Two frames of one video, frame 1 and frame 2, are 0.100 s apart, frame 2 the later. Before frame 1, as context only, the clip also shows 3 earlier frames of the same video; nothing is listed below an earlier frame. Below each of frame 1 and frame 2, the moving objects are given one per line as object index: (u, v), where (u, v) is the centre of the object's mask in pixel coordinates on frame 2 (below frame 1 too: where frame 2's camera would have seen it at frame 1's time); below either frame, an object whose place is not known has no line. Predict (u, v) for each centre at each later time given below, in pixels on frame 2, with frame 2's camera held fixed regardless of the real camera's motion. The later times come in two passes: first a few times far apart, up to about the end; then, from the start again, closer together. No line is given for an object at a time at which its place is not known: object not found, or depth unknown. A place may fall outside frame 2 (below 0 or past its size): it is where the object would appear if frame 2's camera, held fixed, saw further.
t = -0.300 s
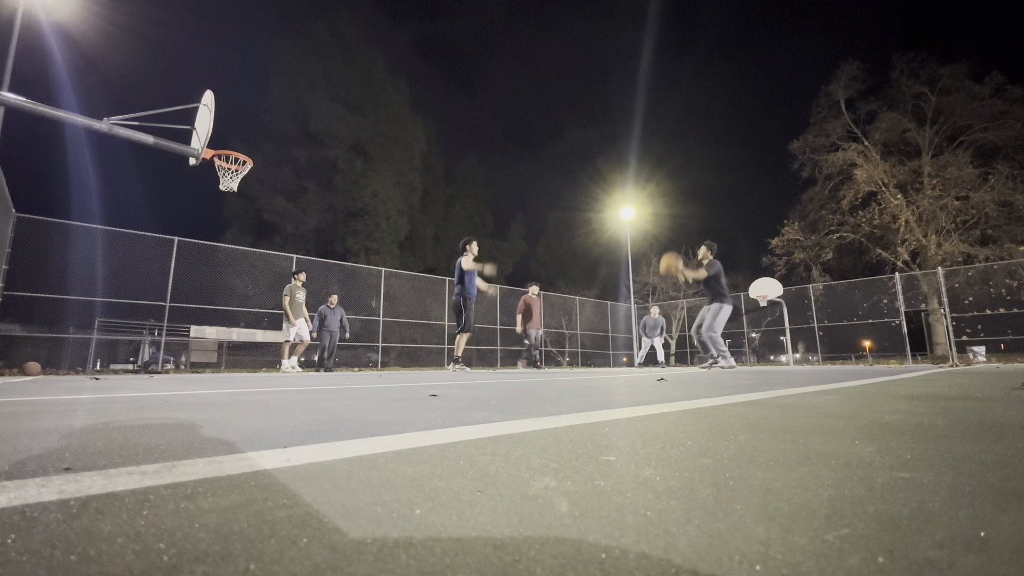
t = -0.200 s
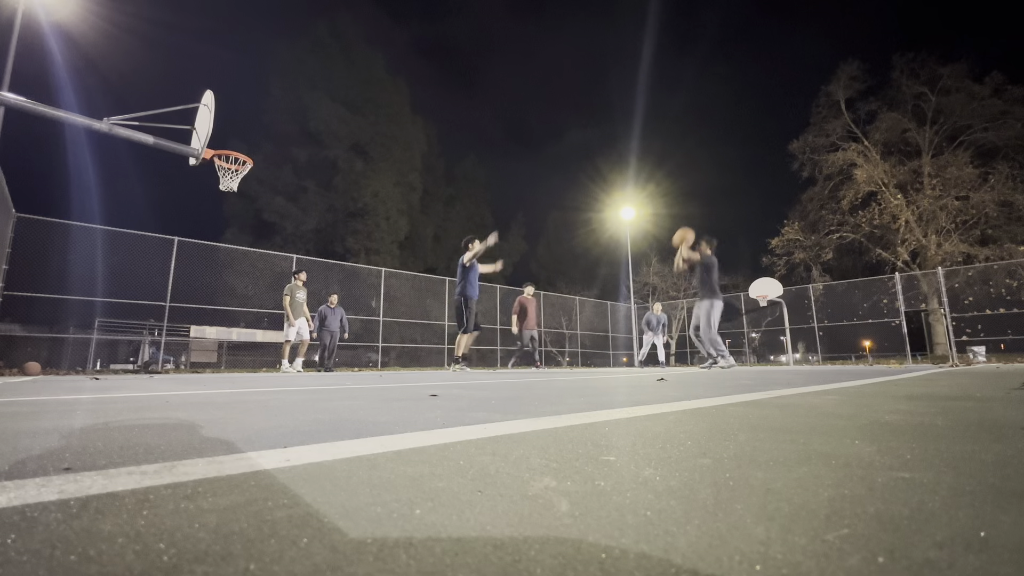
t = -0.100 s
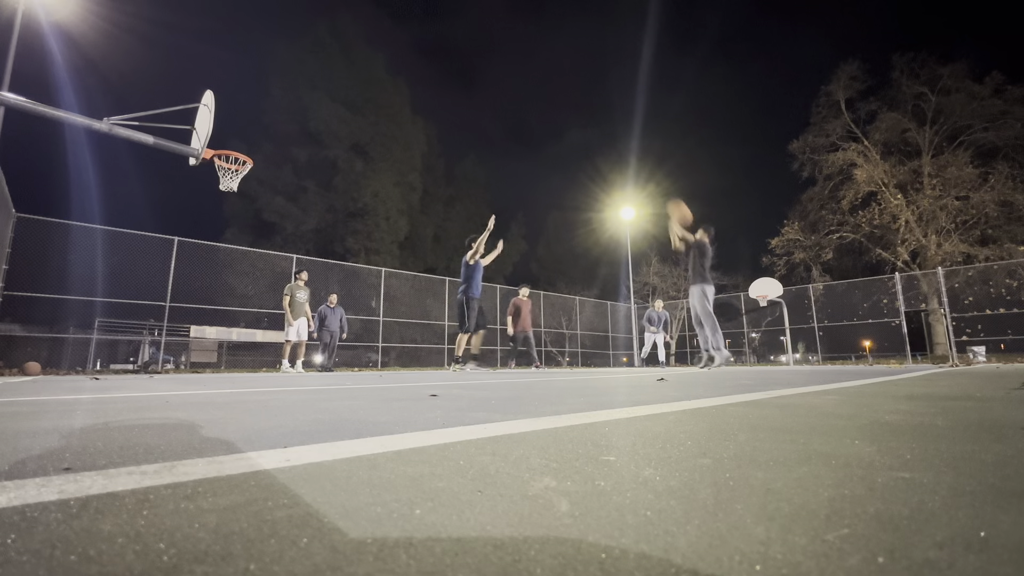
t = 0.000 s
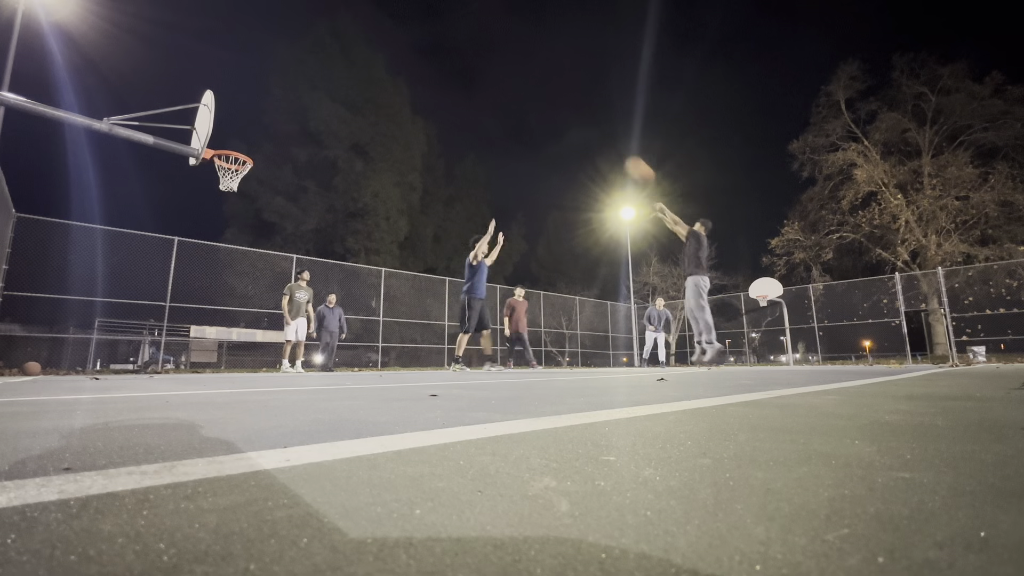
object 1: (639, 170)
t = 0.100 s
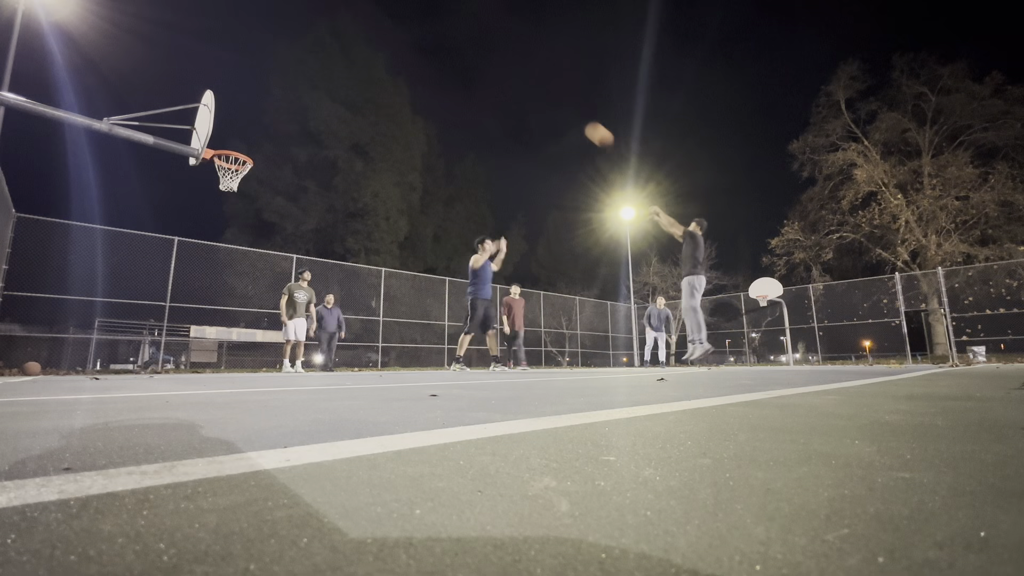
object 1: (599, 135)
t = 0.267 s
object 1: (535, 93)
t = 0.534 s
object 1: (440, 64)
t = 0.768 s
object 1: (358, 73)
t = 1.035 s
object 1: (263, 124)
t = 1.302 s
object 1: (244, 176)
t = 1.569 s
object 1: (222, 193)
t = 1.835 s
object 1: (190, 258)
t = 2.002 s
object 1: (163, 333)
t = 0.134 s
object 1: (586, 125)
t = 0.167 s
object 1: (573, 116)
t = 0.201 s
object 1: (560, 107)
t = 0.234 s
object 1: (548, 100)
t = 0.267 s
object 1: (535, 93)
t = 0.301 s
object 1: (523, 87)
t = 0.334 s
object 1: (511, 82)
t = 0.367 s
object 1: (499, 77)
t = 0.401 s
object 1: (487, 73)
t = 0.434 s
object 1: (475, 70)
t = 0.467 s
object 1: (463, 67)
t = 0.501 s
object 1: (452, 65)
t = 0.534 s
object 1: (440, 64)
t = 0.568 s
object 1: (428, 63)
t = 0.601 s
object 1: (416, 63)
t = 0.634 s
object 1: (404, 64)
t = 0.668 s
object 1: (393, 65)
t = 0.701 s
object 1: (381, 67)
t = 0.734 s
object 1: (370, 70)
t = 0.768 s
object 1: (358, 73)
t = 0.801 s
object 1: (346, 77)
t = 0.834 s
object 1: (334, 82)
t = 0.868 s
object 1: (323, 87)
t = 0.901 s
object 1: (311, 93)
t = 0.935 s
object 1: (299, 100)
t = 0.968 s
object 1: (287, 107)
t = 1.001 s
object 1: (275, 115)
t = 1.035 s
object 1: (263, 124)
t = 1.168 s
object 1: (226, 162)
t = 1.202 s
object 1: (245, 173)
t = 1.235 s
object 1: (246, 176)
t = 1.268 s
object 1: (246, 177)
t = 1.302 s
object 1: (244, 176)
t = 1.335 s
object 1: (244, 179)
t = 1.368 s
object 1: (240, 179)
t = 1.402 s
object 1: (236, 180)
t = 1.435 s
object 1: (234, 181)
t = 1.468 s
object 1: (231, 182)
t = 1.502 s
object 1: (229, 184)
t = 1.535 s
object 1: (226, 188)
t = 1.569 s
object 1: (222, 193)
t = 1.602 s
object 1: (218, 198)
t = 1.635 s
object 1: (215, 204)
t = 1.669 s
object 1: (211, 211)
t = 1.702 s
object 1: (207, 218)
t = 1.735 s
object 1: (203, 227)
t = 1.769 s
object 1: (199, 236)
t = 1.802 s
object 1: (194, 247)
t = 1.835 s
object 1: (190, 258)
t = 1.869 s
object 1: (185, 271)
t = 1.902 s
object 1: (180, 284)
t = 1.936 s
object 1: (175, 300)
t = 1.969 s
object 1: (170, 315)
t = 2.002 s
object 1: (163, 333)
